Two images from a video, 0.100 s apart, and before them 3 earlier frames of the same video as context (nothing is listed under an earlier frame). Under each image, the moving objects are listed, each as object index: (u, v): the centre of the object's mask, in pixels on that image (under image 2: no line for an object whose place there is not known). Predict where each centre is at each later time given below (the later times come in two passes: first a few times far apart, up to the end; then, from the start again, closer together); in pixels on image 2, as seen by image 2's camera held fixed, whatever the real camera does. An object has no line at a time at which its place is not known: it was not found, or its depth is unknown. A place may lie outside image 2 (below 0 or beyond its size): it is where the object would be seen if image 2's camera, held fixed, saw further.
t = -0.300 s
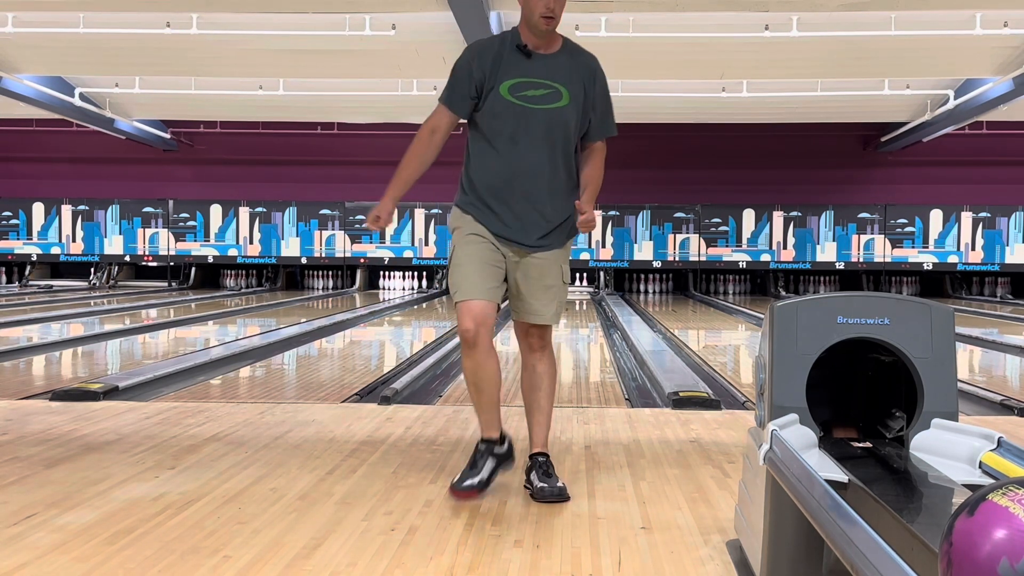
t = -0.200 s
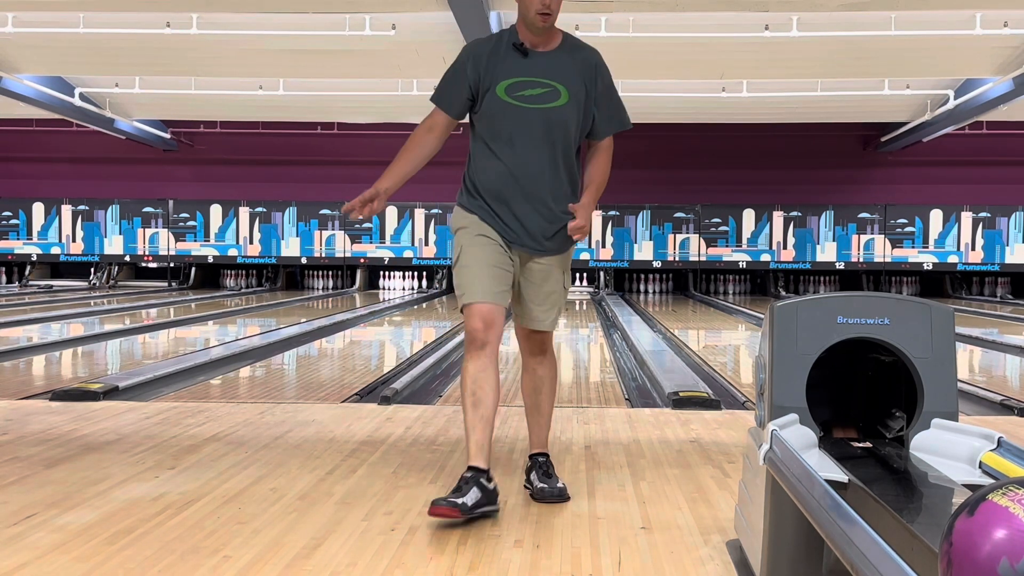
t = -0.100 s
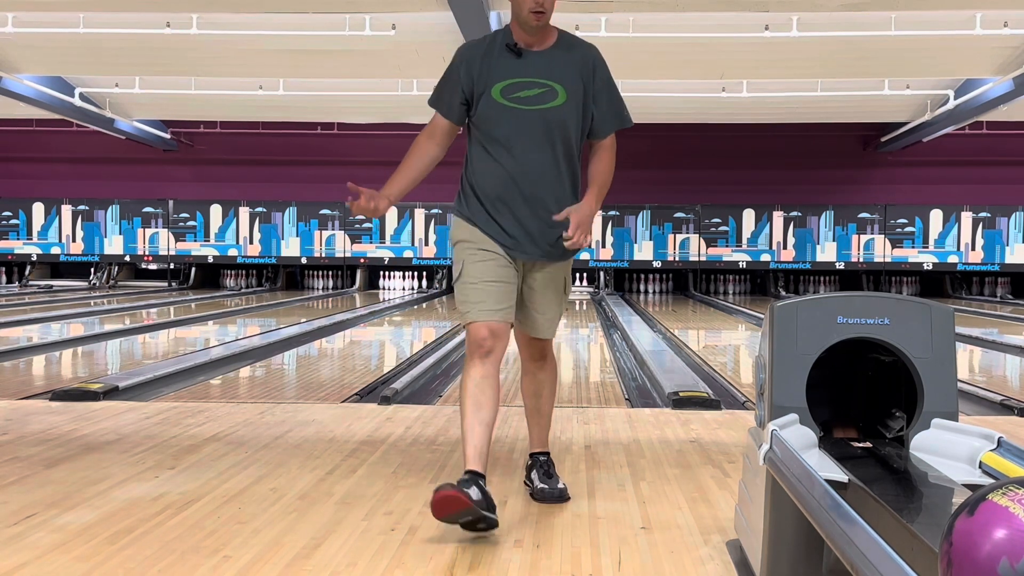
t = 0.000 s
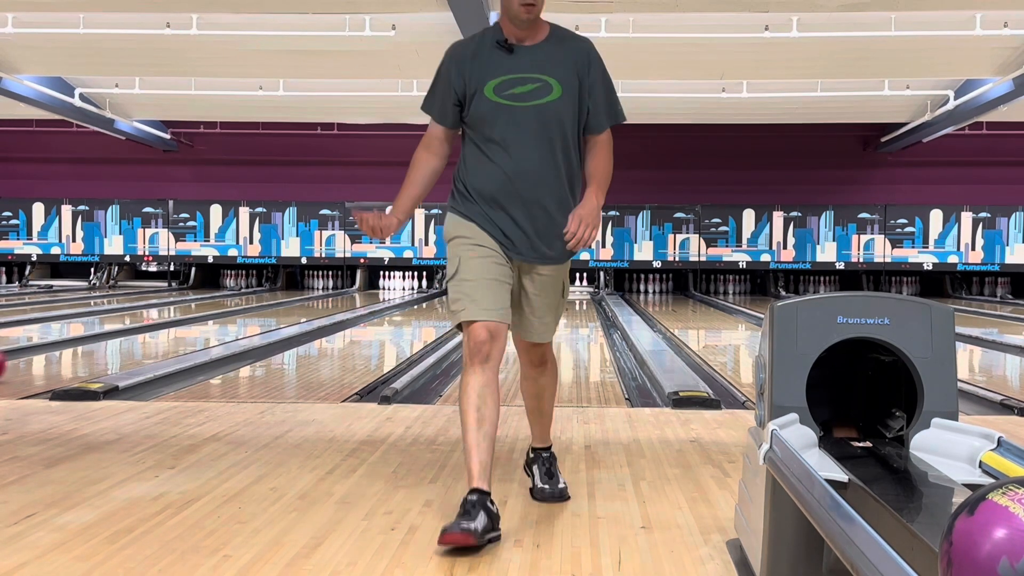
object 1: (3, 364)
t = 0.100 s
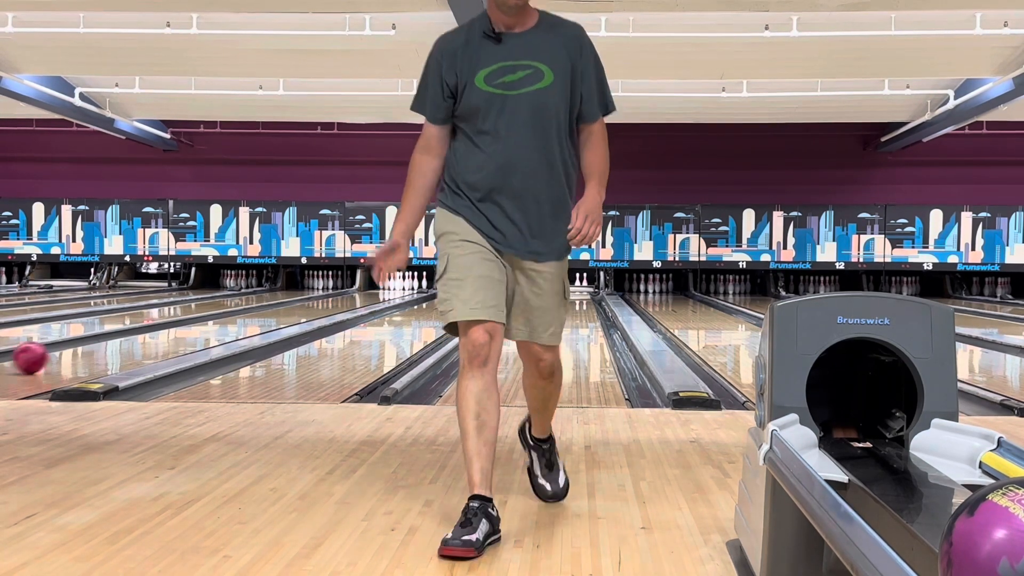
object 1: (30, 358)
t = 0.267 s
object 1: (90, 346)
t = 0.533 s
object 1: (162, 331)
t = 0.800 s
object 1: (216, 321)
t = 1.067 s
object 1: (257, 313)
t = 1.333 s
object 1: (288, 309)
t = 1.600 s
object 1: (315, 303)
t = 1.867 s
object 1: (337, 299)
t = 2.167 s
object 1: (356, 295)
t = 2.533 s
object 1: (377, 291)
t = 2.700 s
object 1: (384, 290)
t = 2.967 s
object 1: (395, 288)
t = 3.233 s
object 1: (404, 287)
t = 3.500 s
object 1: (413, 285)
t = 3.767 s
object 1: (422, 284)
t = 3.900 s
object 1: (427, 284)
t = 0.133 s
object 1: (43, 355)
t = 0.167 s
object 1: (56, 353)
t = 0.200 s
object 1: (68, 350)
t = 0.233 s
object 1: (80, 348)
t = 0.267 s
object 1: (90, 346)
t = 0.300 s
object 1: (100, 344)
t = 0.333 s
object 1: (111, 342)
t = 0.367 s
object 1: (120, 340)
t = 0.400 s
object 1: (130, 338)
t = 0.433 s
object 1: (138, 336)
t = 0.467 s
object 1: (146, 335)
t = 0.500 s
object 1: (155, 333)
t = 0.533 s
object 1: (162, 331)
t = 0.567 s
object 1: (170, 330)
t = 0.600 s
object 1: (177, 328)
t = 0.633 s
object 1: (184, 327)
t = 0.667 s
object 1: (191, 325)
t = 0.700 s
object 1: (198, 324)
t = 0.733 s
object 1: (204, 323)
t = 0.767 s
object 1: (210, 322)
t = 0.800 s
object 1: (216, 321)
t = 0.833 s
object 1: (221, 320)
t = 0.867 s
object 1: (227, 319)
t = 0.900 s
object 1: (232, 318)
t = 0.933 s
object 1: (238, 317)
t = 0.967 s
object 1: (243, 316)
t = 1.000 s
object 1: (248, 315)
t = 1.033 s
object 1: (252, 314)
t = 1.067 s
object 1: (257, 313)
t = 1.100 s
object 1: (261, 313)
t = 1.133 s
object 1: (266, 312)
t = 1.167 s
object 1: (270, 311)
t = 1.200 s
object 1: (274, 310)
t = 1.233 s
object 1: (278, 310)
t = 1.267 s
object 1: (282, 309)
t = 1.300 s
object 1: (285, 308)
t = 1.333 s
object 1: (288, 309)
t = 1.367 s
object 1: (290, 311)
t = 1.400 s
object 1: (294, 310)
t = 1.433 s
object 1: (299, 306)
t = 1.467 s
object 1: (303, 305)
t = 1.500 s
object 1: (306, 304)
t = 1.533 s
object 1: (309, 304)
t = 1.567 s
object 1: (312, 304)
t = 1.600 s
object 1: (315, 303)
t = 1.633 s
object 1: (318, 303)
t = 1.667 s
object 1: (321, 302)
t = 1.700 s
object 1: (324, 301)
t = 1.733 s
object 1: (326, 301)
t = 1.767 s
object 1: (329, 300)
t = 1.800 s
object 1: (332, 300)
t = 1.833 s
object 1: (334, 299)
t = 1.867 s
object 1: (337, 299)
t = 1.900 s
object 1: (339, 298)
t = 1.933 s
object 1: (341, 297)
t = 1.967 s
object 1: (344, 297)
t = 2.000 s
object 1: (346, 297)
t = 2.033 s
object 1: (348, 296)
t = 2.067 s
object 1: (350, 296)
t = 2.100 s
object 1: (353, 295)
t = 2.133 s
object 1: (354, 295)
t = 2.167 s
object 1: (356, 295)
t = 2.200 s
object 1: (358, 294)
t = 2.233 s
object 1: (360, 294)
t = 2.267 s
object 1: (362, 294)
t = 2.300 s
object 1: (364, 293)
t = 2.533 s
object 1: (377, 291)
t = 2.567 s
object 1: (378, 291)
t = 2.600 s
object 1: (380, 290)
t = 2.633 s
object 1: (381, 290)
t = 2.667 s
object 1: (383, 290)
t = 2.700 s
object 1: (384, 290)
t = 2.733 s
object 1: (386, 289)
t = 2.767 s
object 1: (387, 289)
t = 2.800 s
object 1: (388, 289)
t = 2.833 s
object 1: (390, 289)
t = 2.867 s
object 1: (391, 288)
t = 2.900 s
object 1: (392, 288)
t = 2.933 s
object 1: (394, 288)
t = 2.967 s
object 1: (395, 288)
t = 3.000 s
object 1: (396, 288)
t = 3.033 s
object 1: (397, 287)
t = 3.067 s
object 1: (398, 287)
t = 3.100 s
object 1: (399, 287)
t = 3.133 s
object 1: (400, 287)
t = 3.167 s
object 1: (402, 287)
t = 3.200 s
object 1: (403, 287)
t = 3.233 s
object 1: (404, 287)
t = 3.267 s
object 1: (405, 286)
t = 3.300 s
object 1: (406, 286)
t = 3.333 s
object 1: (406, 286)
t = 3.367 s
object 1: (408, 285)
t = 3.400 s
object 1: (408, 285)
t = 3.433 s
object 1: (409, 285)
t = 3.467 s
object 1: (412, 285)
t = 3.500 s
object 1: (413, 285)
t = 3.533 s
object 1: (414, 285)
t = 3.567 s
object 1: (416, 285)
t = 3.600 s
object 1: (417, 284)
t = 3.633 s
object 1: (417, 284)
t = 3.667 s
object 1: (418, 284)
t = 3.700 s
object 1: (420, 284)
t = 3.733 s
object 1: (421, 284)
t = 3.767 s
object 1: (422, 284)
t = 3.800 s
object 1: (423, 284)
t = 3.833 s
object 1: (424, 284)
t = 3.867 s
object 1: (426, 284)
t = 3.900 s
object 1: (427, 284)
